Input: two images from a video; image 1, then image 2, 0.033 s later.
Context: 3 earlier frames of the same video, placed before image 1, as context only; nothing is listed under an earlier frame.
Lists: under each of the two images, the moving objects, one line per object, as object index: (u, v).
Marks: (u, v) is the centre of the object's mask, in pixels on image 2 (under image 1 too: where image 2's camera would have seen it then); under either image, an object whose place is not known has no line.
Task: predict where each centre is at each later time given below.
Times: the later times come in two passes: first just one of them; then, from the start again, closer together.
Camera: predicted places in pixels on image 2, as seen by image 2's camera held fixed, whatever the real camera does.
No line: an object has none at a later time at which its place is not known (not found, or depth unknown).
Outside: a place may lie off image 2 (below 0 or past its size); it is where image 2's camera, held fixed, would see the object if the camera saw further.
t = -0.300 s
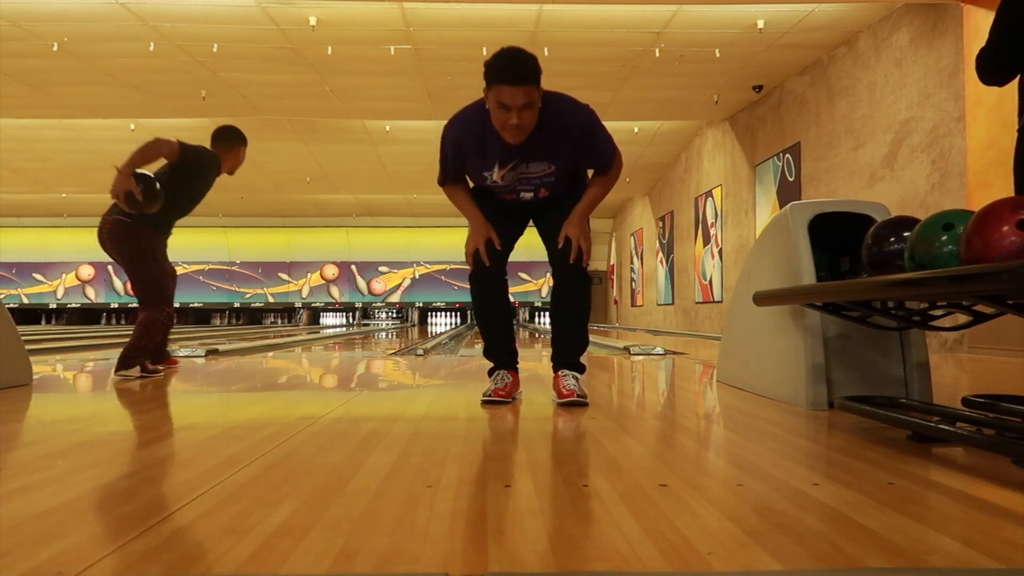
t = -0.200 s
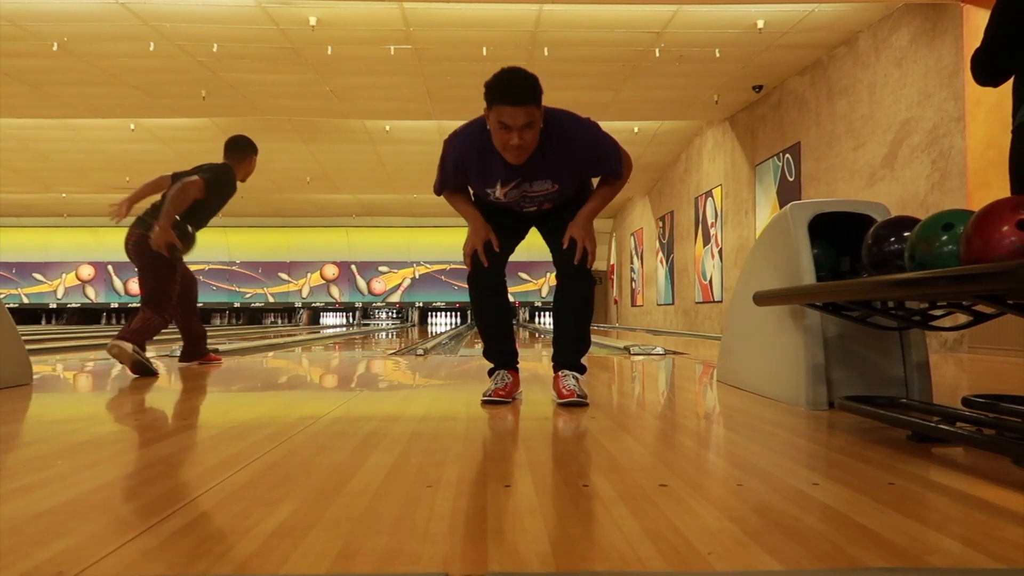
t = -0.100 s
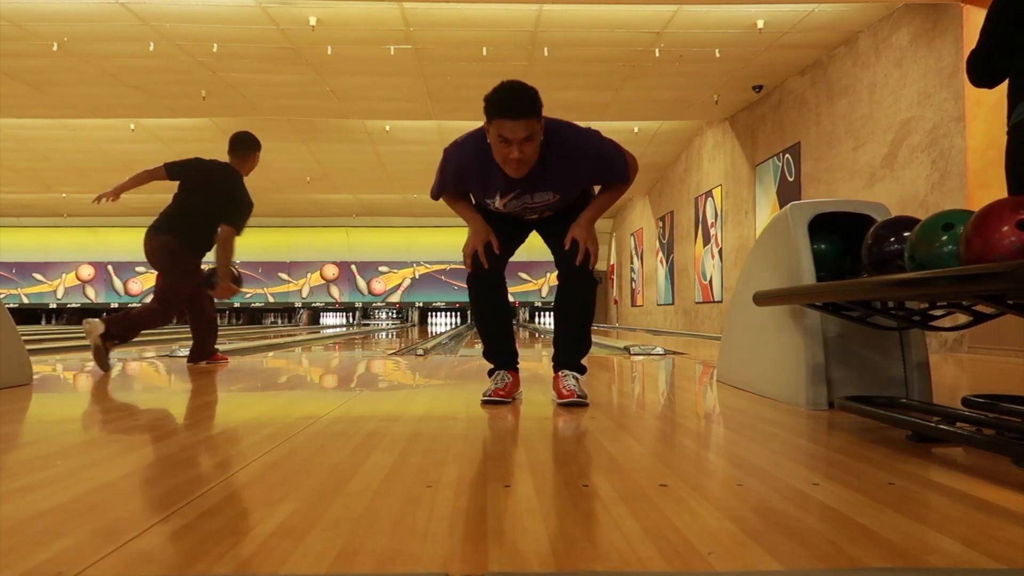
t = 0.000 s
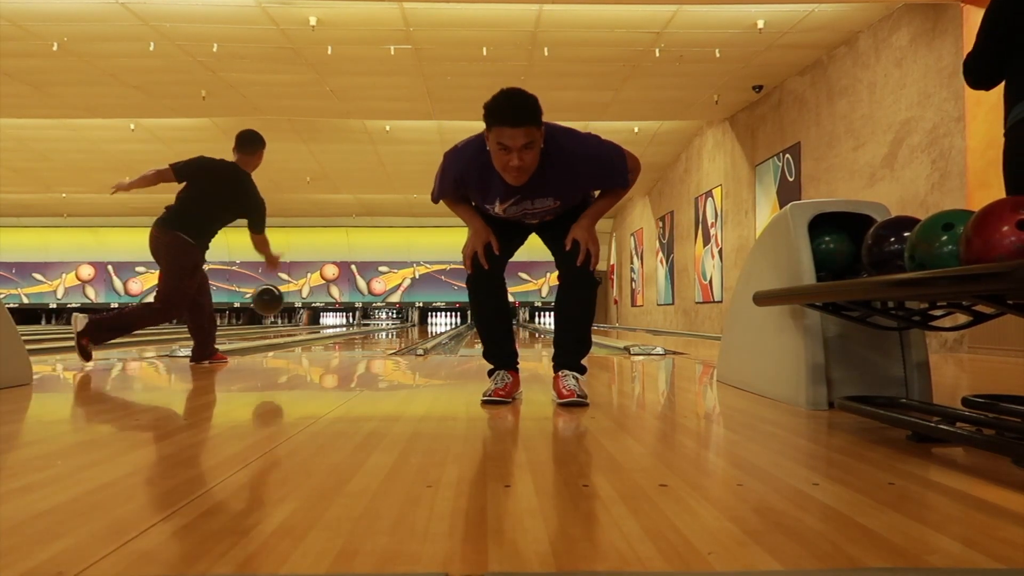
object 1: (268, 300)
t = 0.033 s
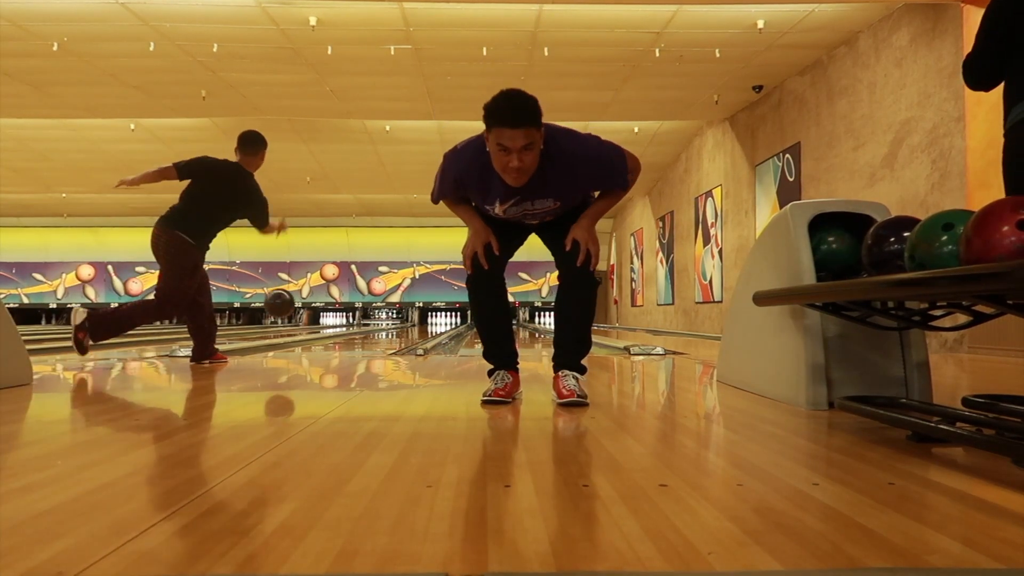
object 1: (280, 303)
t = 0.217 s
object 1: (329, 336)
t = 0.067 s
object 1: (291, 308)
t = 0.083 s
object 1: (295, 311)
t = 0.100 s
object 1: (300, 314)
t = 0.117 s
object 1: (303, 317)
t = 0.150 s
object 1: (313, 323)
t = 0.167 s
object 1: (317, 328)
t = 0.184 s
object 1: (321, 331)
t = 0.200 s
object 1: (325, 336)
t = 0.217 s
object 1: (329, 336)
